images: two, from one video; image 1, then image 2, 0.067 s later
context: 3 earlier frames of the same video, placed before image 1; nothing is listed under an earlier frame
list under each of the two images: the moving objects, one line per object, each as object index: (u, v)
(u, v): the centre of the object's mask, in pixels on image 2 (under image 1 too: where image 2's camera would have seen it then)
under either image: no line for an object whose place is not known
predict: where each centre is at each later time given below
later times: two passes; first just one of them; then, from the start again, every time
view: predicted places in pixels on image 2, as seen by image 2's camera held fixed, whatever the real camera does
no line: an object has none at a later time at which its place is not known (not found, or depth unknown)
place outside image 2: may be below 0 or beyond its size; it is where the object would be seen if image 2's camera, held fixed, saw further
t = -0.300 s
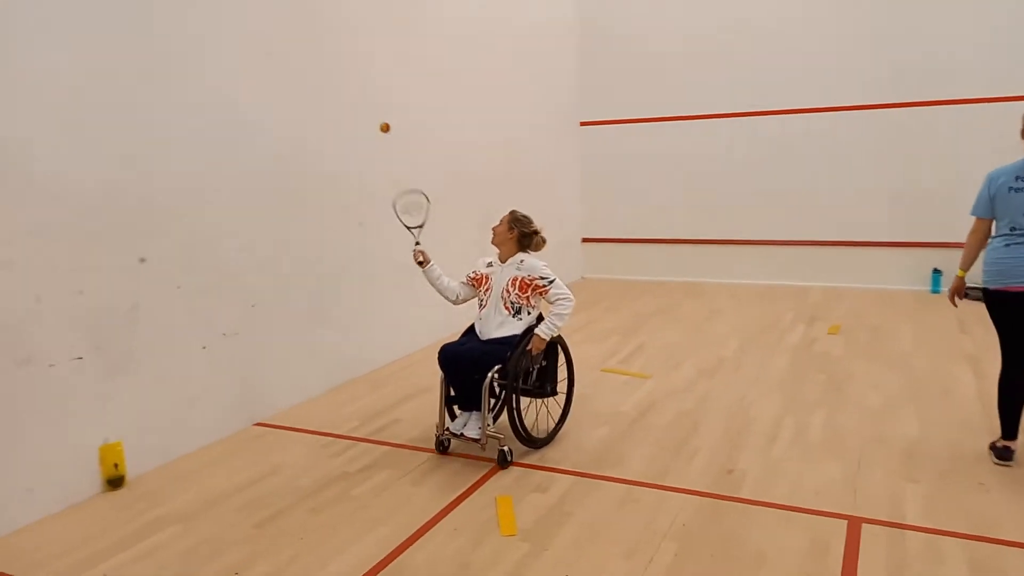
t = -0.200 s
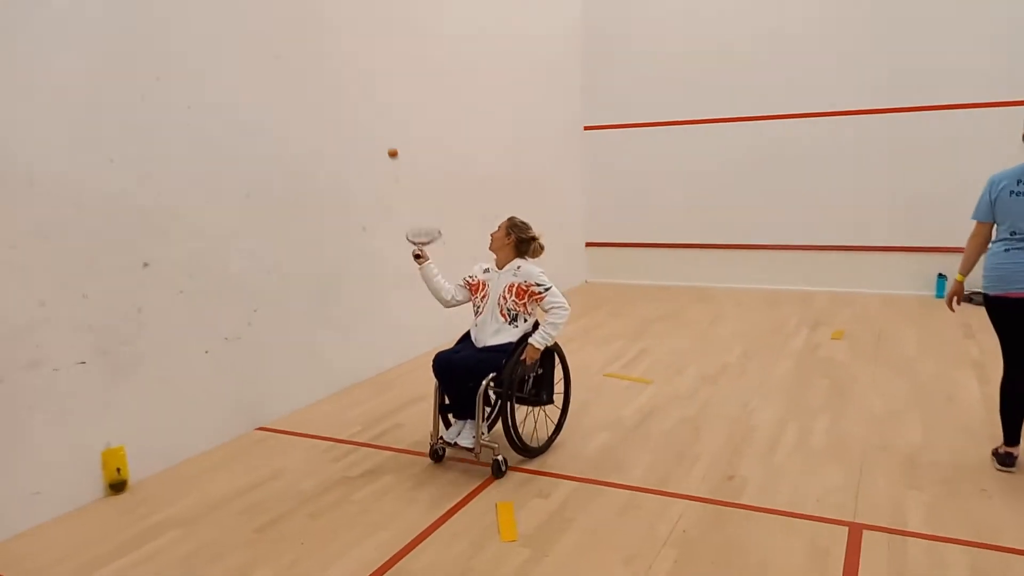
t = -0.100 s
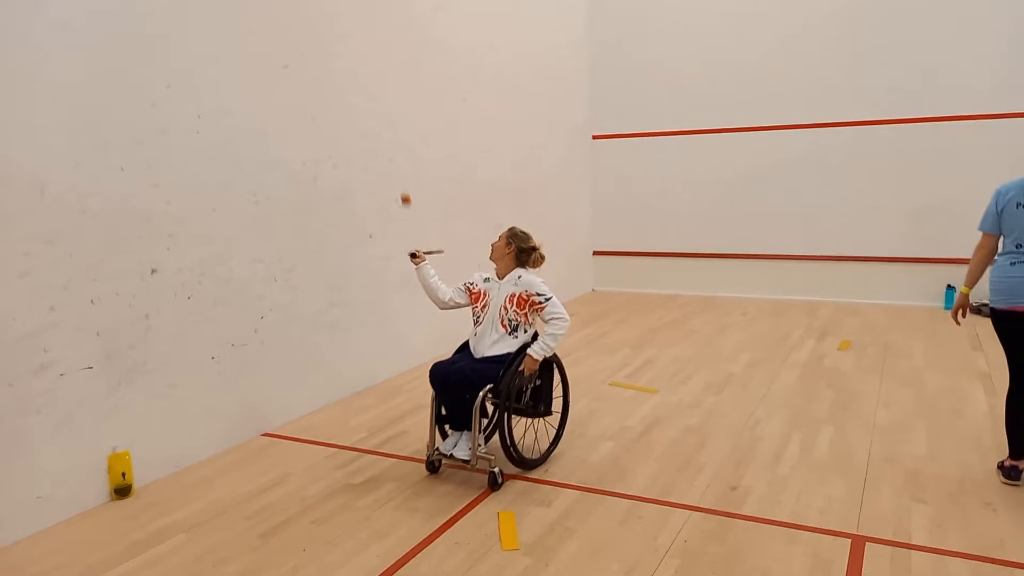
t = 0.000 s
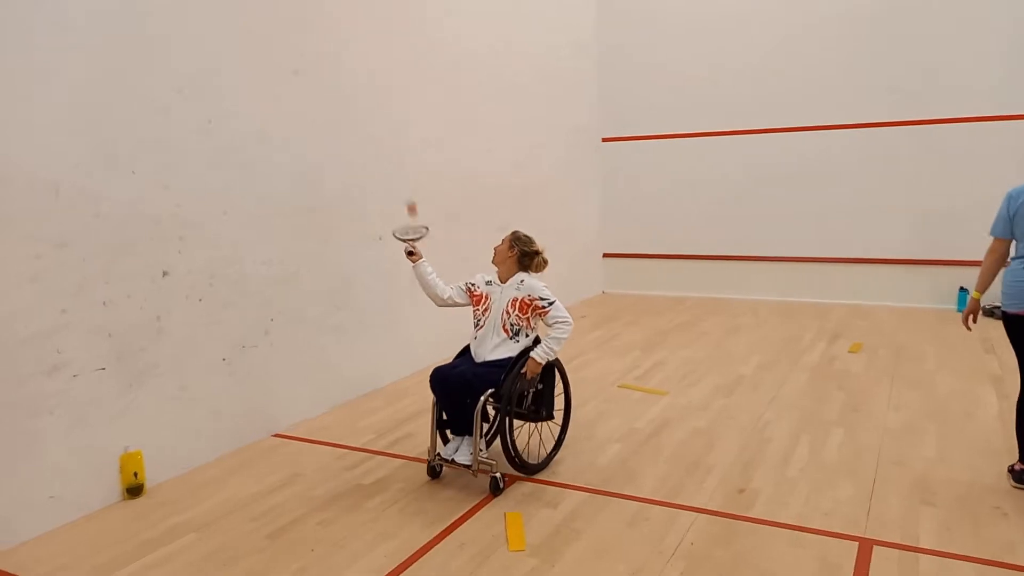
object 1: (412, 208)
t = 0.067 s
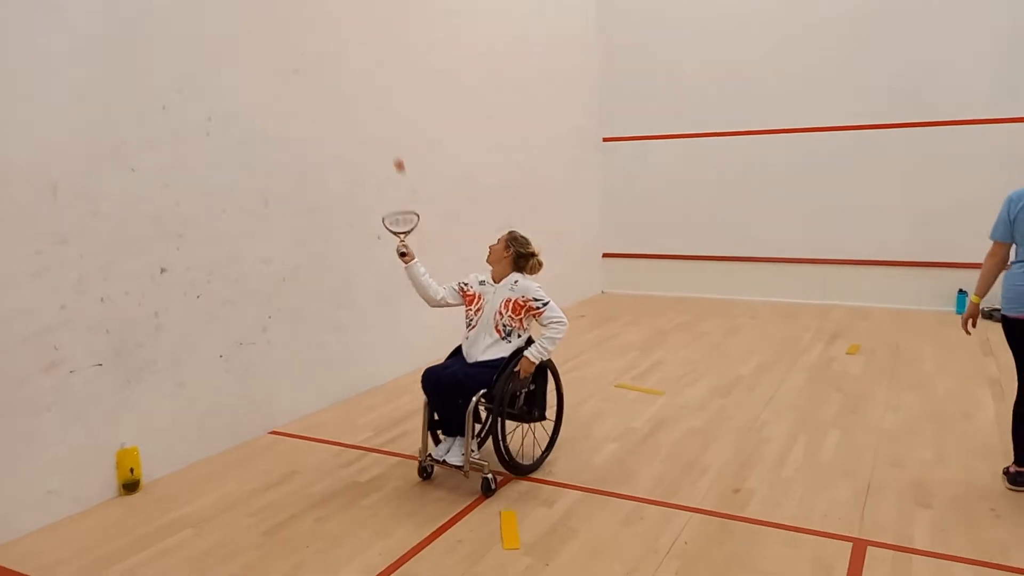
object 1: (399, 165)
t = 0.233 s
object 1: (366, 88)
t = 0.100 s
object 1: (393, 147)
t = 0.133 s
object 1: (386, 130)
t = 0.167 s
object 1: (379, 114)
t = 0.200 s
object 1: (373, 100)
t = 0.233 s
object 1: (366, 88)
